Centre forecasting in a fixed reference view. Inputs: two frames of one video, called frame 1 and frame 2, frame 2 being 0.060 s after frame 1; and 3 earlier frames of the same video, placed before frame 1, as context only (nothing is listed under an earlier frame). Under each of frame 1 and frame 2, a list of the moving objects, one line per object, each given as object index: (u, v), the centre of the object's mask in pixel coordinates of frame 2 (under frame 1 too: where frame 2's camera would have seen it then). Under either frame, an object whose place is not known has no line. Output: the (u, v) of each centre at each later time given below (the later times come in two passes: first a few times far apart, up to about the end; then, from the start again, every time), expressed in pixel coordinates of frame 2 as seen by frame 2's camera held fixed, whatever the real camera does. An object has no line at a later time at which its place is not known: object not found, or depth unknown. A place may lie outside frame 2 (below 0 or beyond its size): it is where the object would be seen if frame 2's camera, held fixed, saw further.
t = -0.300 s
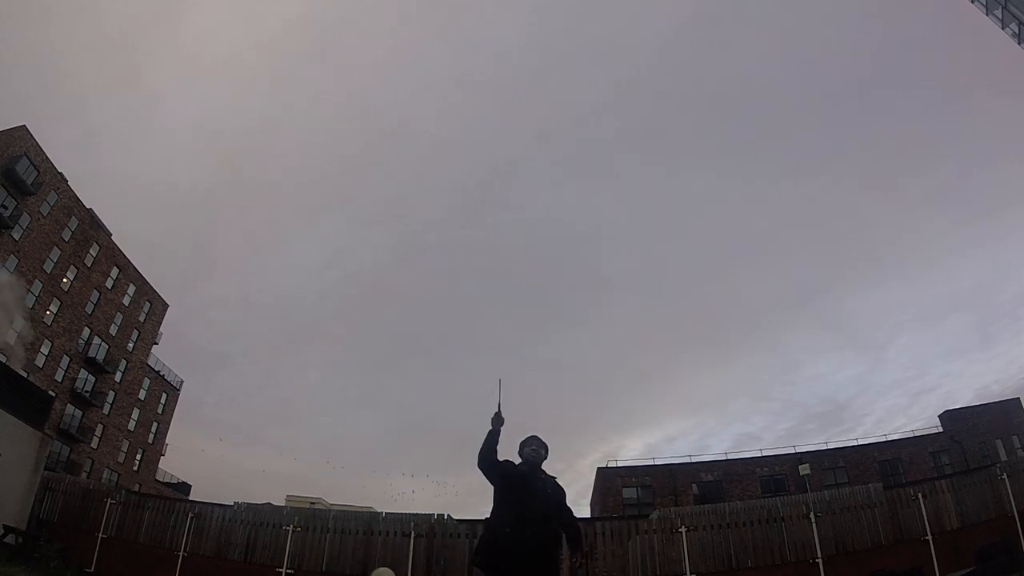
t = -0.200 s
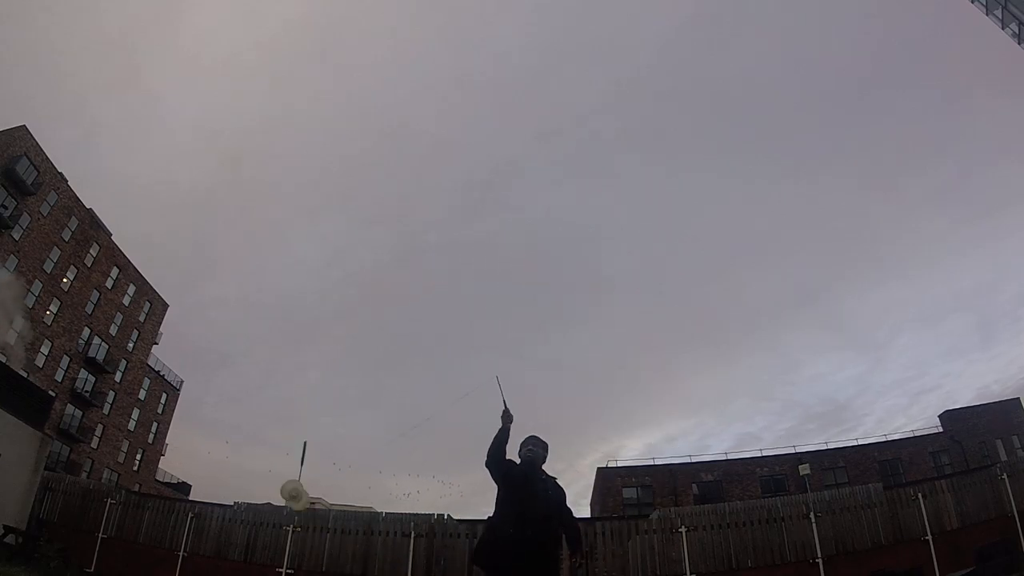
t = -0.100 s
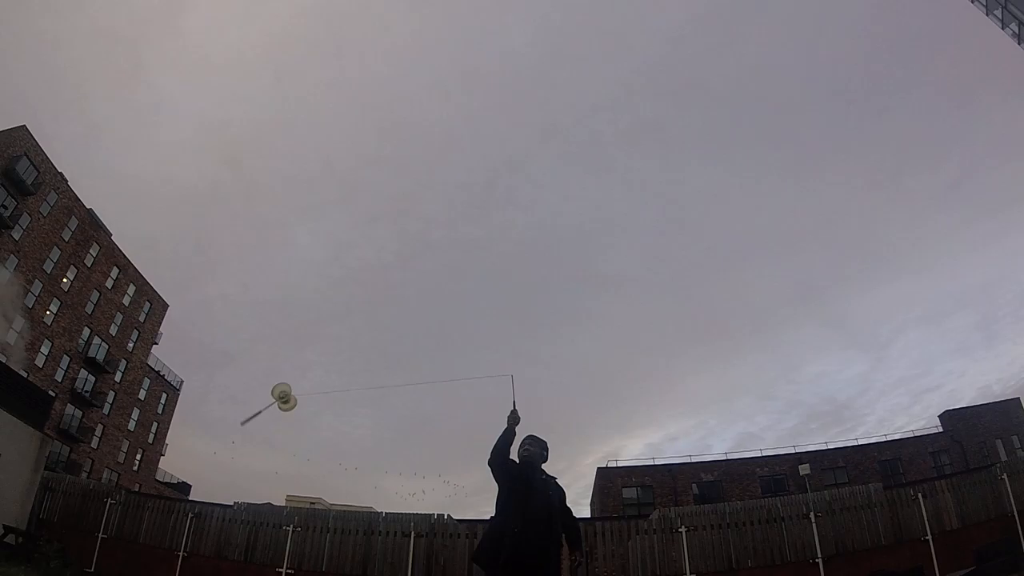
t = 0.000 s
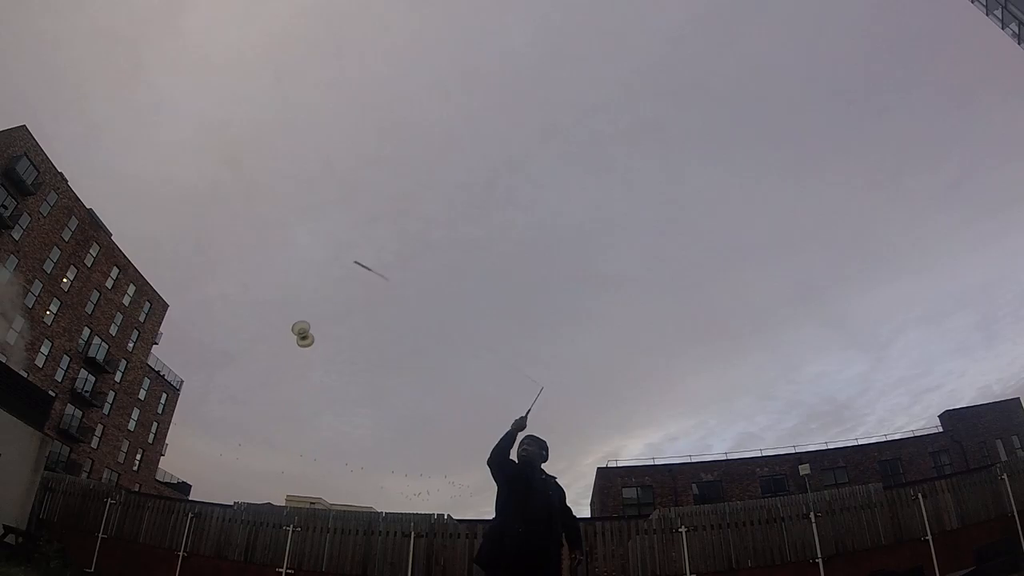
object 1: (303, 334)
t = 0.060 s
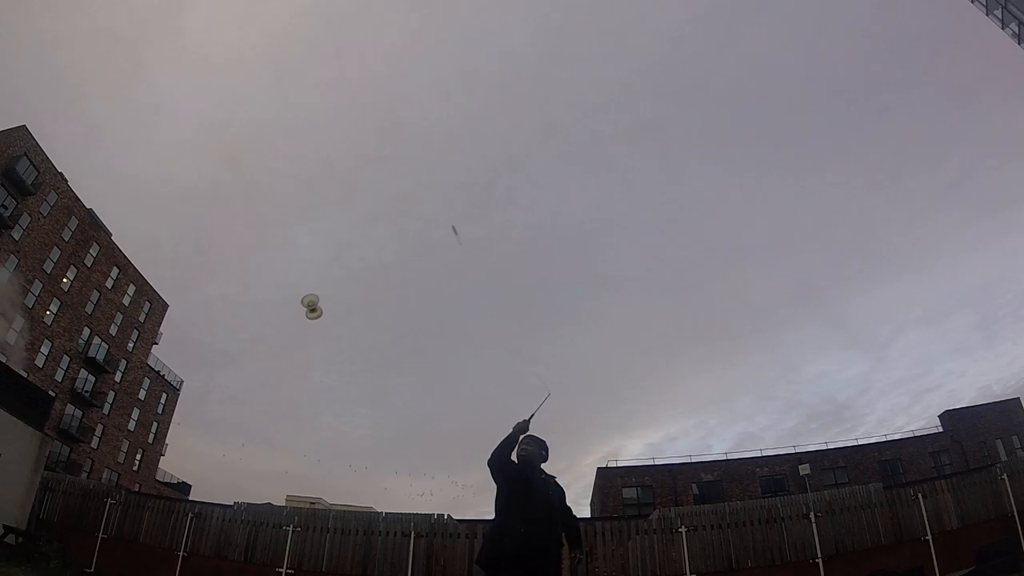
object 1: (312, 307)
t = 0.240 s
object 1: (329, 259)
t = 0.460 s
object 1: (337, 249)
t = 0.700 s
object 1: (331, 288)
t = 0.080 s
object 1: (314, 299)
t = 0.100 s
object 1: (317, 292)
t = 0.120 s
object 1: (319, 286)
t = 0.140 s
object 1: (321, 280)
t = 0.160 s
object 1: (323, 275)
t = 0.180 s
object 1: (325, 270)
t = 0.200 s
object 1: (327, 266)
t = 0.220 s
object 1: (328, 262)
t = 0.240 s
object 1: (329, 259)
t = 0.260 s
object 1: (331, 256)
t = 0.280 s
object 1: (332, 254)
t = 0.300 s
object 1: (333, 252)
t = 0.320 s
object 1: (334, 250)
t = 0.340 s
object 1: (335, 249)
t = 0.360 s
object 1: (335, 248)
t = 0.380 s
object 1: (336, 248)
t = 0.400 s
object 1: (336, 248)
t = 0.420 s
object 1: (336, 247)
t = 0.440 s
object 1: (337, 248)
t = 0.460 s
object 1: (337, 249)
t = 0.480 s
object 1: (337, 250)
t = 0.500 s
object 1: (337, 252)
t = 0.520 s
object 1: (337, 254)
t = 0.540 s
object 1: (336, 256)
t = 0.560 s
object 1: (336, 259)
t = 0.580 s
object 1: (336, 262)
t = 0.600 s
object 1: (335, 266)
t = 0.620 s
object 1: (334, 269)
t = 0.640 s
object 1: (334, 273)
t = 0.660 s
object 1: (333, 278)
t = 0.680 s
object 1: (332, 283)
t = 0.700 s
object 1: (331, 288)
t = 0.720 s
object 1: (330, 294)
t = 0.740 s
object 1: (328, 300)
